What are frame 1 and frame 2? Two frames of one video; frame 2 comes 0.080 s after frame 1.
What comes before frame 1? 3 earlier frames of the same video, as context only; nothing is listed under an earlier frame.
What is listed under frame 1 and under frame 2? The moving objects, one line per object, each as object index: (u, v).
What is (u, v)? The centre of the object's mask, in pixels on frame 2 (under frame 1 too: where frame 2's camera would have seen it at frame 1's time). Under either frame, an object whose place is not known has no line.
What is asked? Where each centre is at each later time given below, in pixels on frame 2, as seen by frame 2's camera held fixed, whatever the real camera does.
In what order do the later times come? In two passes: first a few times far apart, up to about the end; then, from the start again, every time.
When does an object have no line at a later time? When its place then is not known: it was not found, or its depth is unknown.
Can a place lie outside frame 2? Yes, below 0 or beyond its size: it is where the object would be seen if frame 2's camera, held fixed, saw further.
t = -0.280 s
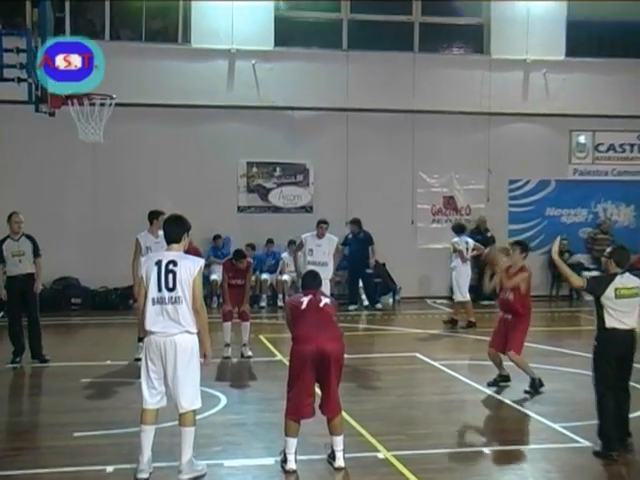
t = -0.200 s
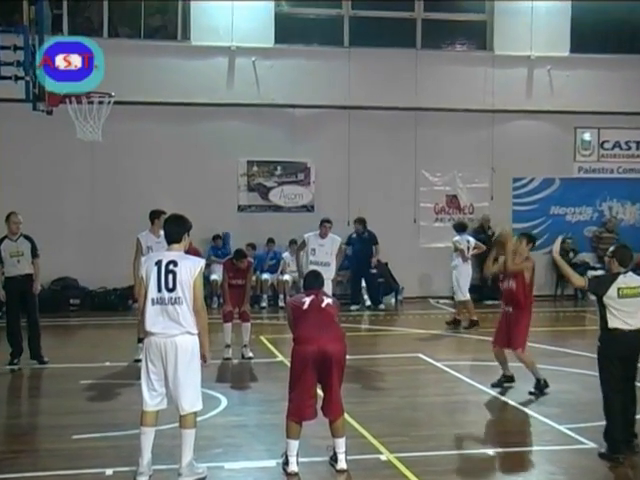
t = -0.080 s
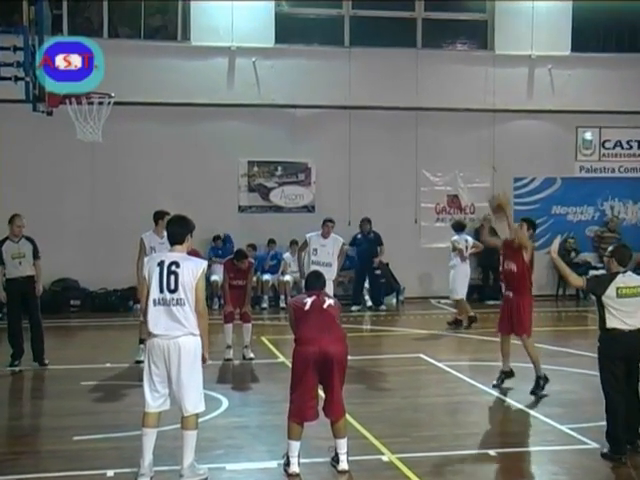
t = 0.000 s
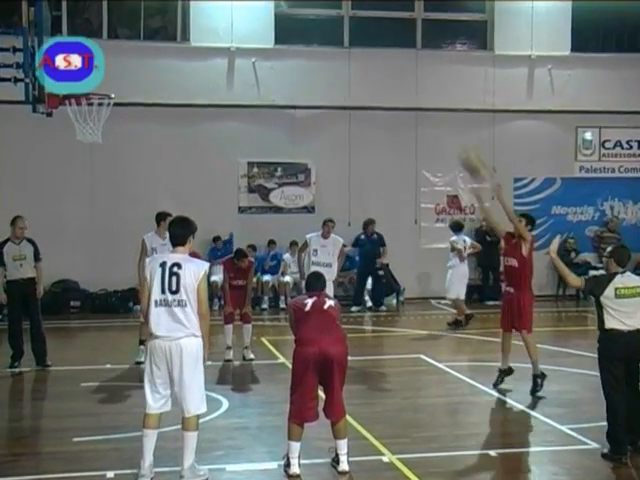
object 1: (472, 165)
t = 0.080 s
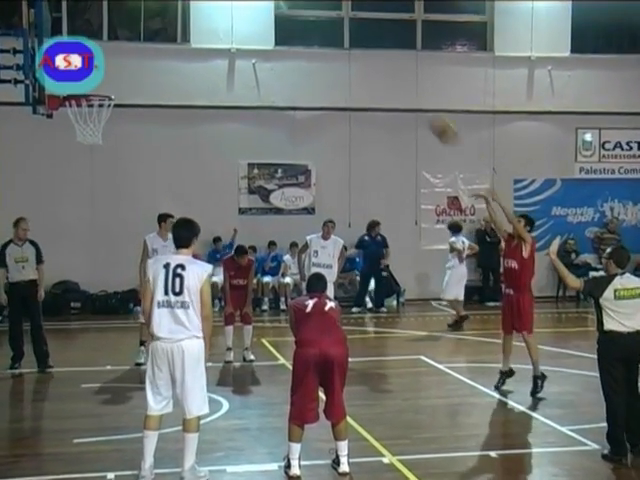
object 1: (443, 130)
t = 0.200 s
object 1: (396, 83)
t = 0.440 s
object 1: (301, 29)
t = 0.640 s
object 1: (218, 28)
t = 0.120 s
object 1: (427, 114)
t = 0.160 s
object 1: (411, 97)
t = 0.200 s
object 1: (396, 83)
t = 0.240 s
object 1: (381, 71)
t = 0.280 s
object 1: (364, 61)
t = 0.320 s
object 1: (347, 50)
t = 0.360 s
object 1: (330, 42)
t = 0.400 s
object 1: (316, 35)
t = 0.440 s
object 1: (301, 29)
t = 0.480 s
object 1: (283, 26)
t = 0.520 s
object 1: (265, 25)
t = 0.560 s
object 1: (251, 24)
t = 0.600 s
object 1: (235, 25)
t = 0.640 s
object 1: (218, 28)
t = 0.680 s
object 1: (204, 32)
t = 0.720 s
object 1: (186, 37)
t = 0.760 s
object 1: (169, 45)
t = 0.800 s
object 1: (153, 54)
